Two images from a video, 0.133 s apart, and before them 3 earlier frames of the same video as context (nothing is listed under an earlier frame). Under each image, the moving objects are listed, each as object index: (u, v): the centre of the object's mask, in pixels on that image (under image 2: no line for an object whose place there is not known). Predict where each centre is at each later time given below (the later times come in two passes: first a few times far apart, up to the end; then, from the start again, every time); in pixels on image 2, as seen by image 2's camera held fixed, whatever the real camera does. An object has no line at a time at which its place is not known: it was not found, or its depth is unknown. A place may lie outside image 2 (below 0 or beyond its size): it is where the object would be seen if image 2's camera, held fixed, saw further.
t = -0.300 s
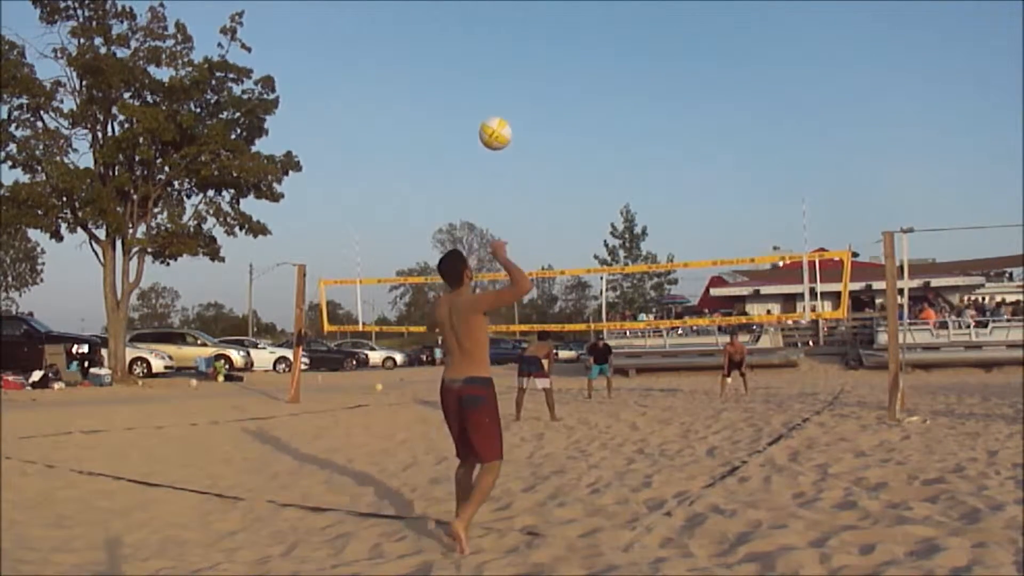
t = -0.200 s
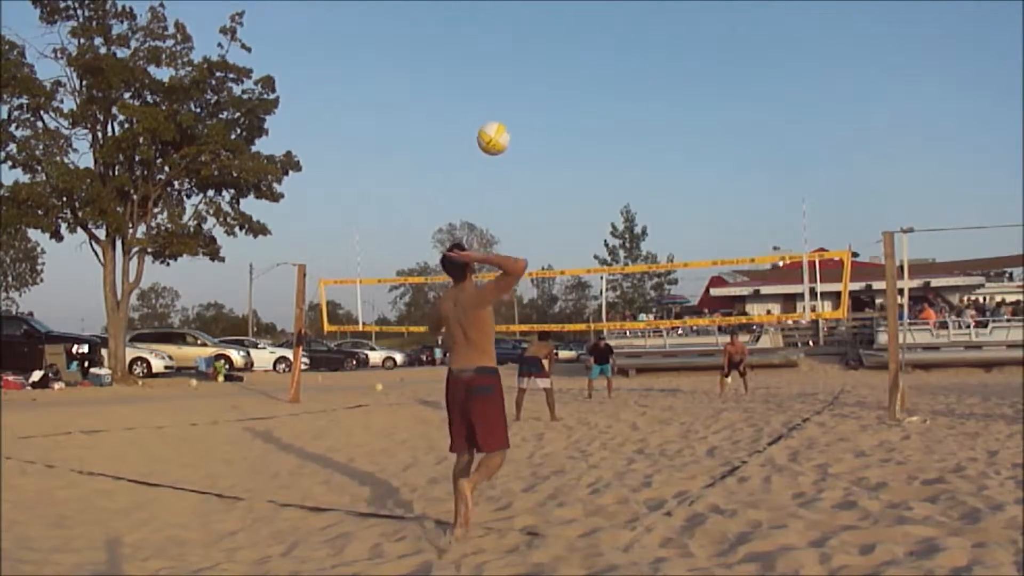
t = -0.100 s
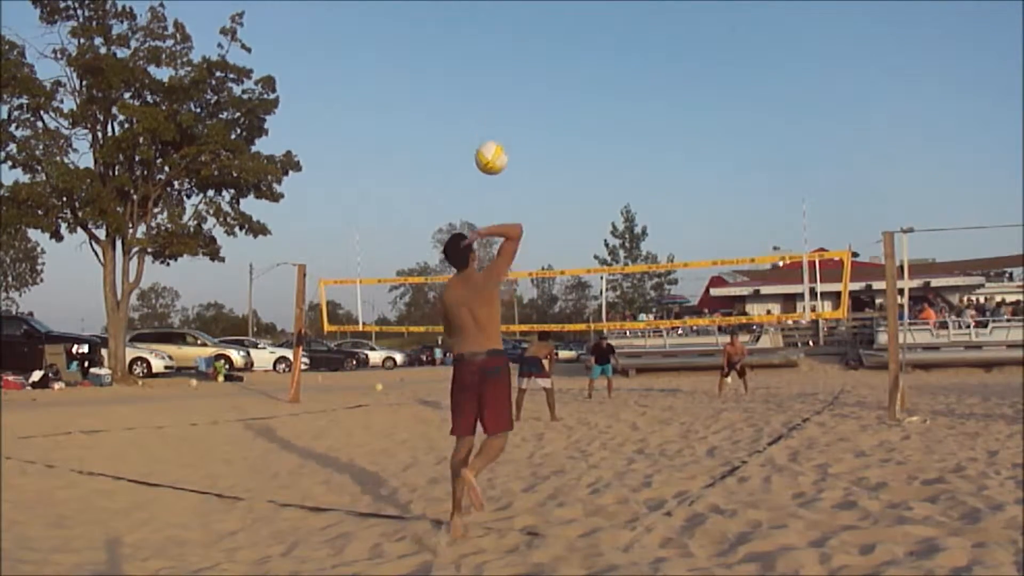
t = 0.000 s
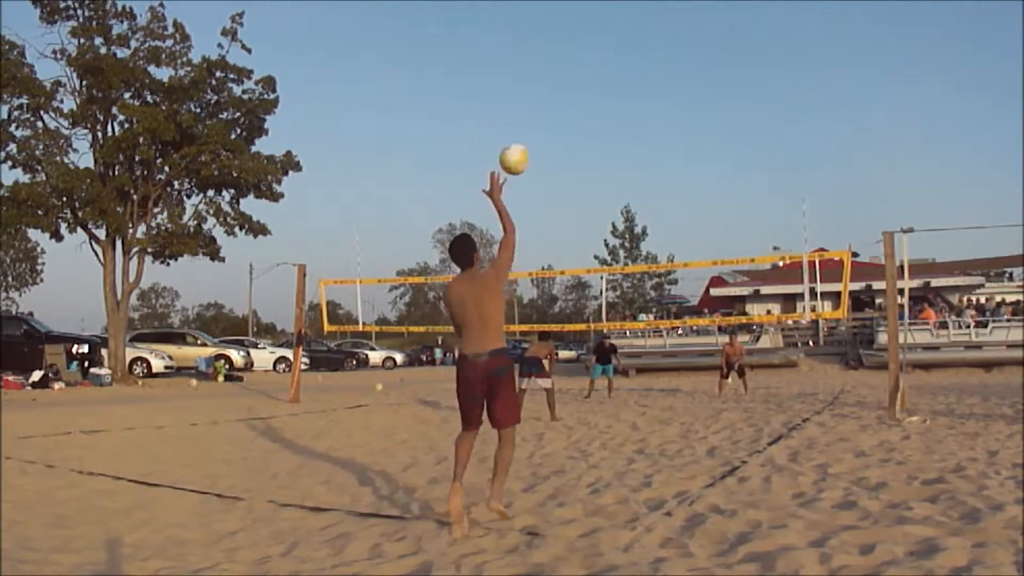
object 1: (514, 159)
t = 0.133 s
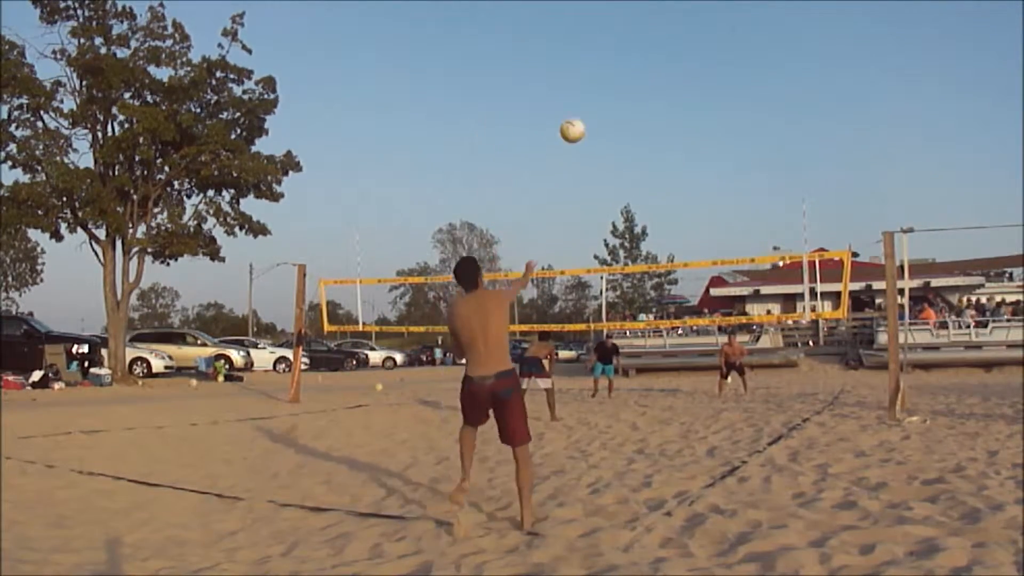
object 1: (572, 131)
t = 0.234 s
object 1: (603, 126)
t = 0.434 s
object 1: (648, 141)
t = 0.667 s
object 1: (686, 187)
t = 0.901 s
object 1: (715, 247)
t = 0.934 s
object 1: (719, 256)
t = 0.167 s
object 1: (584, 128)
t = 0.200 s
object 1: (593, 126)
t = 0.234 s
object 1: (603, 126)
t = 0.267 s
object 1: (612, 126)
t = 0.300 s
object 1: (620, 127)
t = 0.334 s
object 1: (628, 130)
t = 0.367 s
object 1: (635, 133)
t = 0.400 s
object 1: (642, 137)
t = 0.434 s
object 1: (648, 141)
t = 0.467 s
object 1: (654, 146)
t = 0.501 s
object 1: (659, 152)
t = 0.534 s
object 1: (665, 158)
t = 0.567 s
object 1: (671, 165)
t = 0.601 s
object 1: (676, 172)
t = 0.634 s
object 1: (681, 179)
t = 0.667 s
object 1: (686, 187)
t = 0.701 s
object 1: (691, 195)
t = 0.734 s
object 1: (695, 203)
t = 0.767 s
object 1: (700, 212)
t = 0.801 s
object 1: (704, 220)
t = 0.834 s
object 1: (708, 229)
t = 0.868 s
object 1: (712, 238)
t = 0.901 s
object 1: (715, 247)
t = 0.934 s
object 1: (719, 256)
